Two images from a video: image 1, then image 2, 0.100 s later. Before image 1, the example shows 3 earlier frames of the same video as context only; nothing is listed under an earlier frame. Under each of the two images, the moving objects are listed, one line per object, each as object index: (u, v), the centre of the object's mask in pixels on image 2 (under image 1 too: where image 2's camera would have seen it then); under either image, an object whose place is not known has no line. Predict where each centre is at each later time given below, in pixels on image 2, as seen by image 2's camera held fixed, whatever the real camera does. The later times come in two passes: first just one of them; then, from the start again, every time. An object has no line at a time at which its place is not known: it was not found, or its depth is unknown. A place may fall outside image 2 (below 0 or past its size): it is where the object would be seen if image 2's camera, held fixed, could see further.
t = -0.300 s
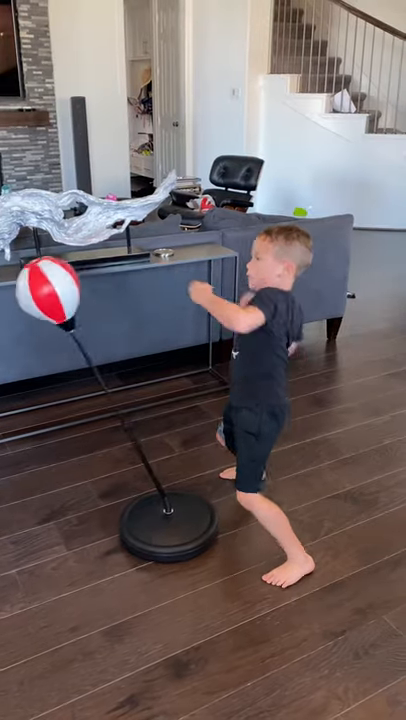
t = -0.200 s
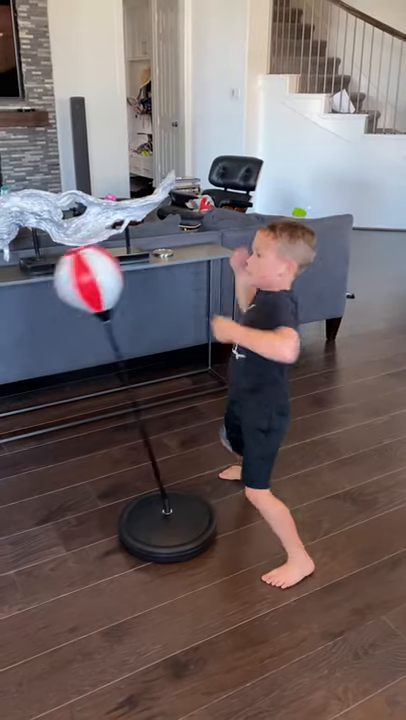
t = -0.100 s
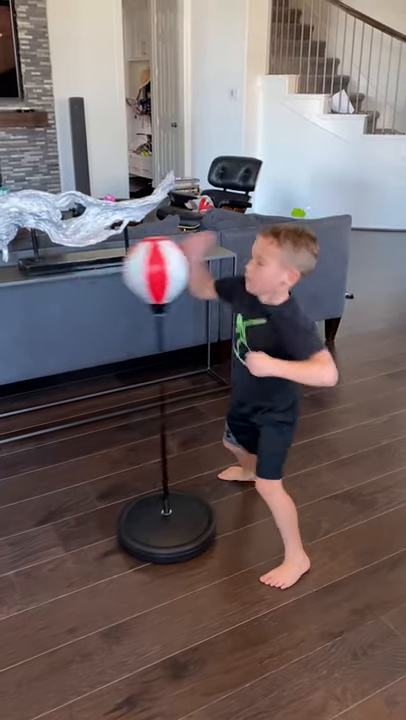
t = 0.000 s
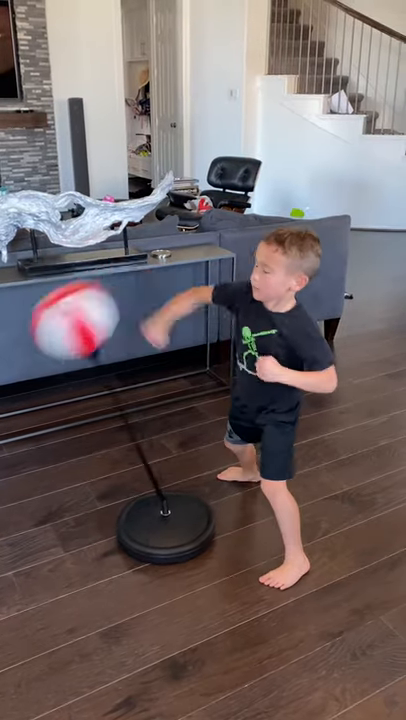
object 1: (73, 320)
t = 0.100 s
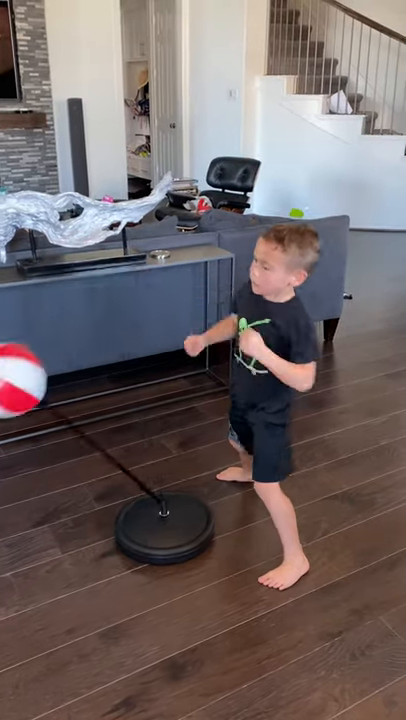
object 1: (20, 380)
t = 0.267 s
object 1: (56, 314)
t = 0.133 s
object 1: (17, 383)
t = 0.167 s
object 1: (18, 377)
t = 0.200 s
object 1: (23, 360)
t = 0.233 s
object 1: (34, 339)
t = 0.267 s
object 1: (56, 314)
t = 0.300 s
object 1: (85, 293)
